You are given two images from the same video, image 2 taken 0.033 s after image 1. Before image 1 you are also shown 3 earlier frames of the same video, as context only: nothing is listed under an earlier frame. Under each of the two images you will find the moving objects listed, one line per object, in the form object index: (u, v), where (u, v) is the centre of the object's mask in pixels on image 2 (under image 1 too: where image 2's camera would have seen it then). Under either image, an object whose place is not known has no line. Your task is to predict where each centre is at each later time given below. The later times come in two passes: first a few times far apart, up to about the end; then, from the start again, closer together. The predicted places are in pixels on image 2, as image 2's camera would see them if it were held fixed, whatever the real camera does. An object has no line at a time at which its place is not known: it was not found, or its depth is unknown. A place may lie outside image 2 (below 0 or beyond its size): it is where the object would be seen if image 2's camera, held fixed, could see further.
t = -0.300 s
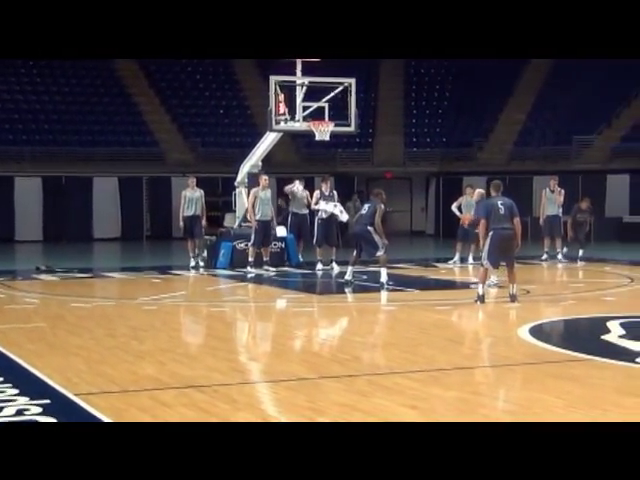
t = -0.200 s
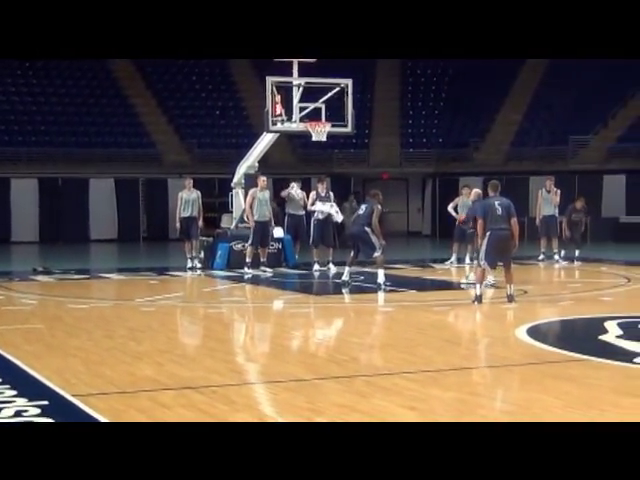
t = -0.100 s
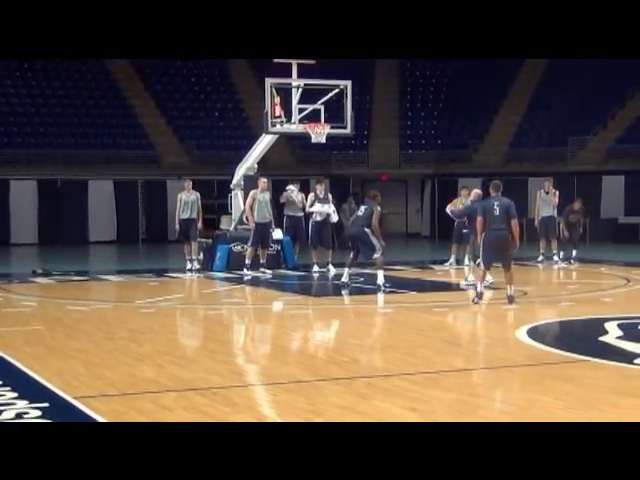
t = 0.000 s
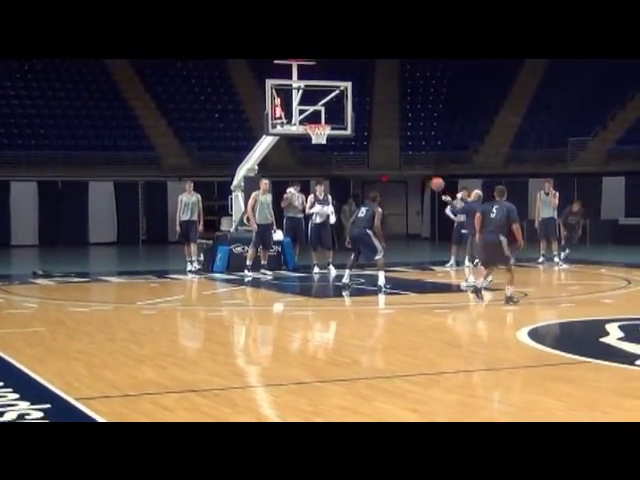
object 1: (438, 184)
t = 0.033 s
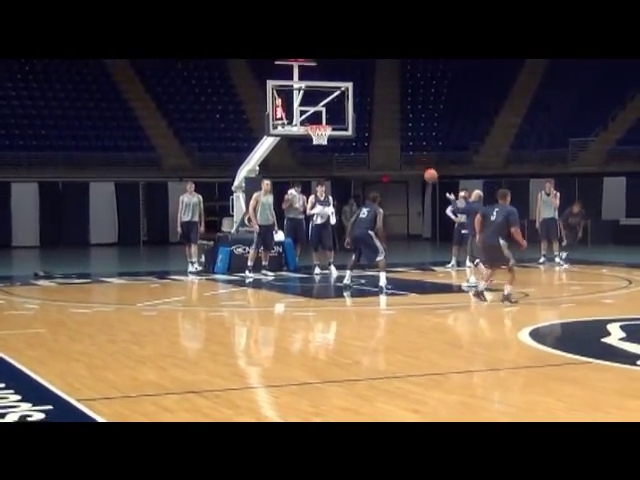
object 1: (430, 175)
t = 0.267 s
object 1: (381, 130)
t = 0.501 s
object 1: (336, 113)
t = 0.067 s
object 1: (423, 167)
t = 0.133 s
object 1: (408, 152)
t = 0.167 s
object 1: (402, 145)
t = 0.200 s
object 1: (394, 139)
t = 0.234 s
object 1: (388, 135)
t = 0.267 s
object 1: (381, 130)
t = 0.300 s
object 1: (374, 126)
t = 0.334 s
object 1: (368, 122)
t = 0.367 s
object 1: (362, 120)
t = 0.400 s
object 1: (355, 117)
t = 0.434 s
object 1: (349, 115)
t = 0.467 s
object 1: (342, 114)
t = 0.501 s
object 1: (336, 113)
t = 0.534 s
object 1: (333, 113)
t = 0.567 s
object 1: (333, 114)
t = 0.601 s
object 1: (334, 116)
